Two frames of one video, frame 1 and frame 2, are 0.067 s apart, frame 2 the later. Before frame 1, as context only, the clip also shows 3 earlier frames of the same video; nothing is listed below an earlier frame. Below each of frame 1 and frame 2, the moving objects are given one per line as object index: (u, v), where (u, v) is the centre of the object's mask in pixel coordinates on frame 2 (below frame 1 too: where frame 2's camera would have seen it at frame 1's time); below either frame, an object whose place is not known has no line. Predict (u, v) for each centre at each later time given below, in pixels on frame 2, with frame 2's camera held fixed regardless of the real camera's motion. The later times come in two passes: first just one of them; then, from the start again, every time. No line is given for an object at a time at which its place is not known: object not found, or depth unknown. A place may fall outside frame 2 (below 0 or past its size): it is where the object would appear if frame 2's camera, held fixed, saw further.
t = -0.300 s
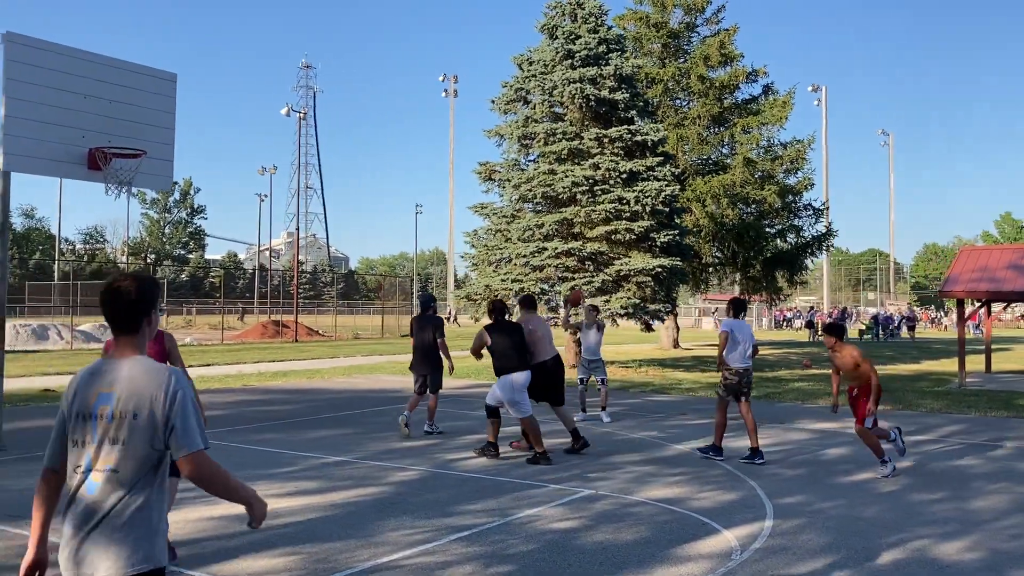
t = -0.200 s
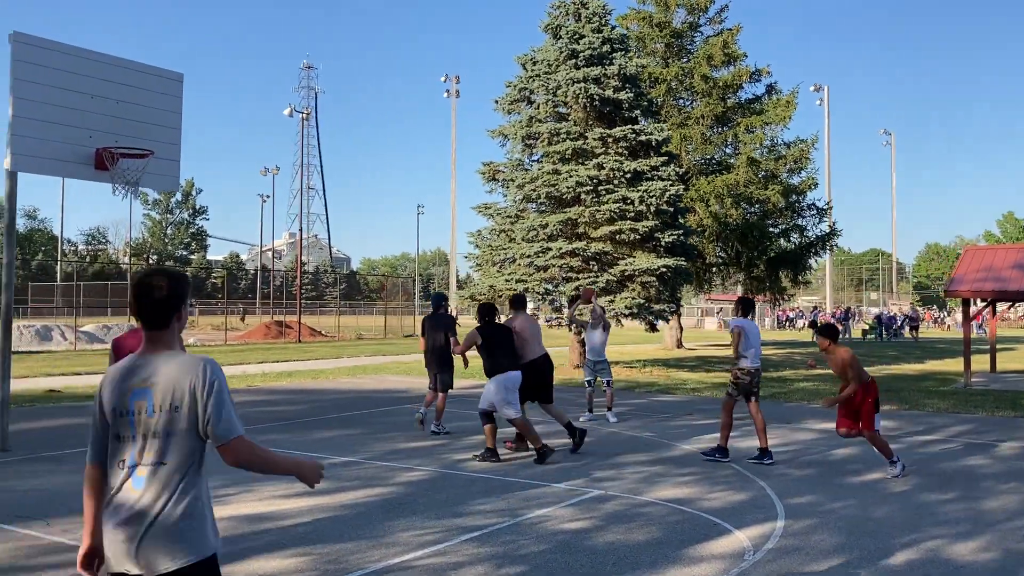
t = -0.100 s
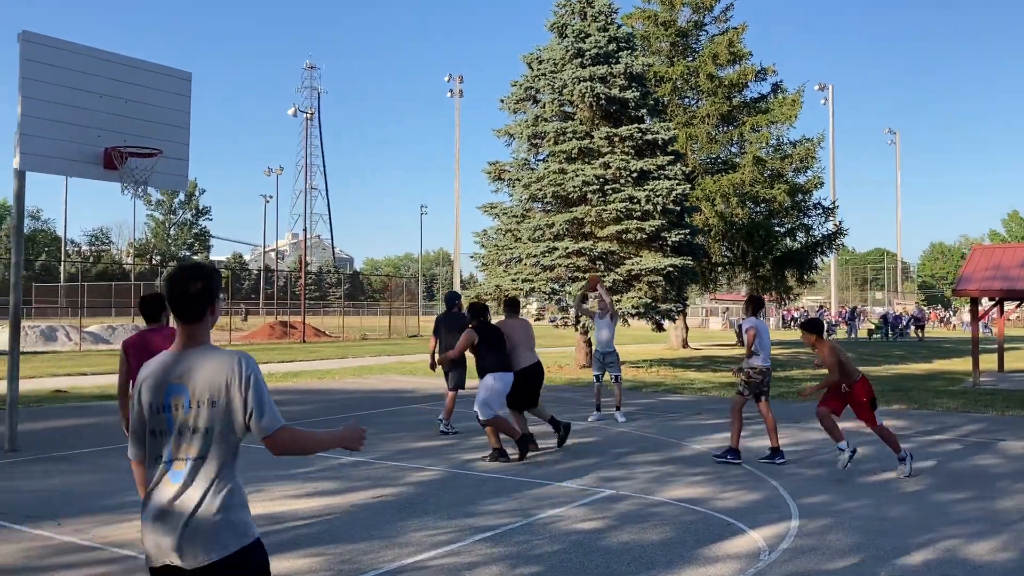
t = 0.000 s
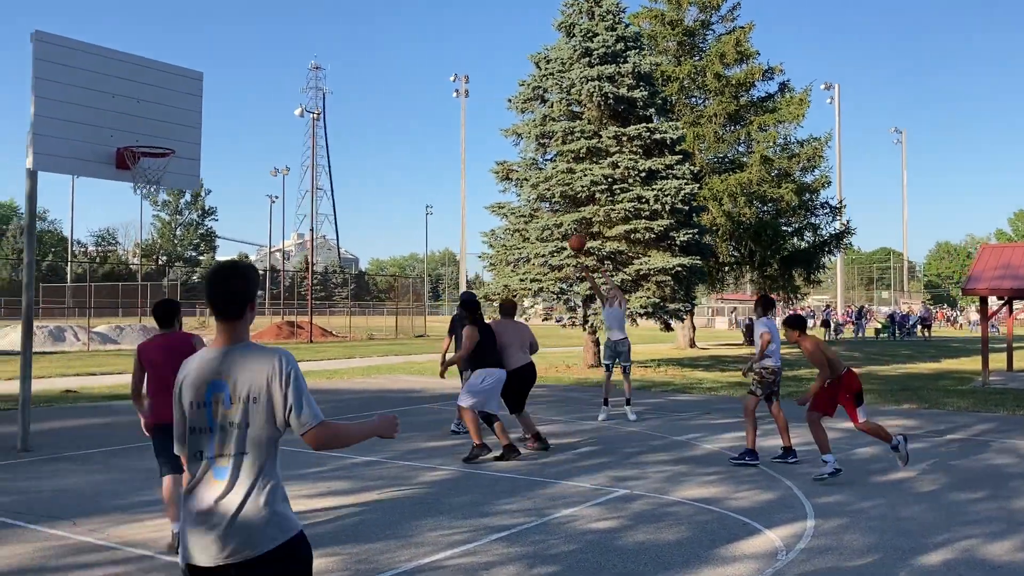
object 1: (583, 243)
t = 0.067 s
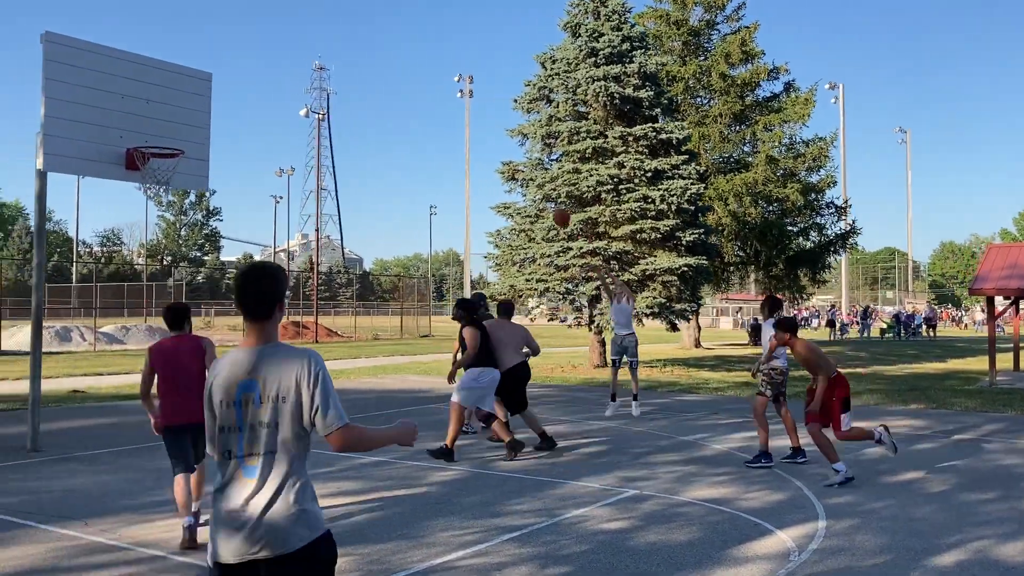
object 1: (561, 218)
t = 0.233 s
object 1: (503, 163)
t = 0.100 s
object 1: (550, 205)
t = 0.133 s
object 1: (539, 194)
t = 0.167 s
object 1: (527, 183)
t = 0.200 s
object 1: (515, 172)
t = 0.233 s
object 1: (503, 163)
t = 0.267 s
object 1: (490, 153)
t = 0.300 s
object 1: (478, 145)
